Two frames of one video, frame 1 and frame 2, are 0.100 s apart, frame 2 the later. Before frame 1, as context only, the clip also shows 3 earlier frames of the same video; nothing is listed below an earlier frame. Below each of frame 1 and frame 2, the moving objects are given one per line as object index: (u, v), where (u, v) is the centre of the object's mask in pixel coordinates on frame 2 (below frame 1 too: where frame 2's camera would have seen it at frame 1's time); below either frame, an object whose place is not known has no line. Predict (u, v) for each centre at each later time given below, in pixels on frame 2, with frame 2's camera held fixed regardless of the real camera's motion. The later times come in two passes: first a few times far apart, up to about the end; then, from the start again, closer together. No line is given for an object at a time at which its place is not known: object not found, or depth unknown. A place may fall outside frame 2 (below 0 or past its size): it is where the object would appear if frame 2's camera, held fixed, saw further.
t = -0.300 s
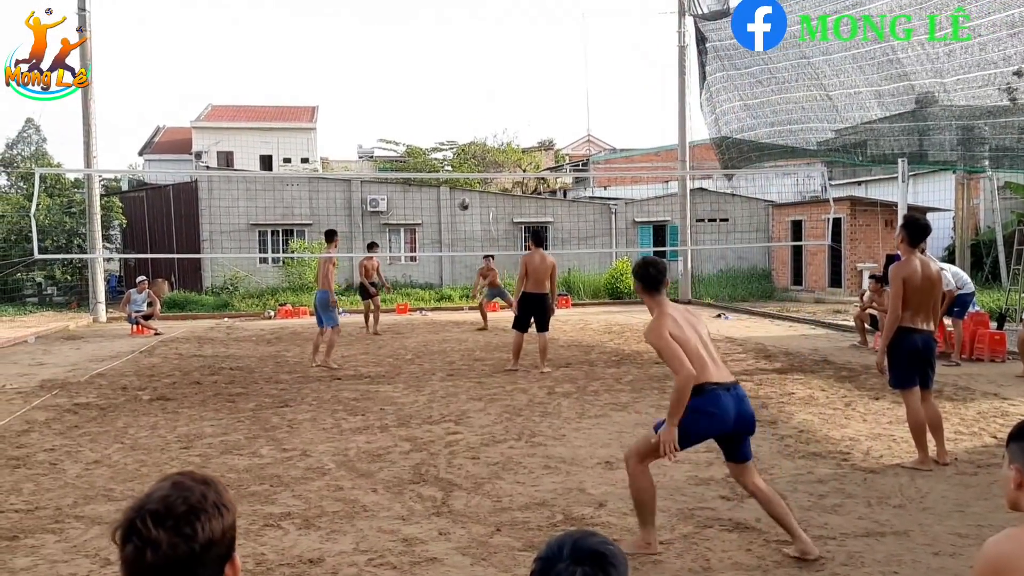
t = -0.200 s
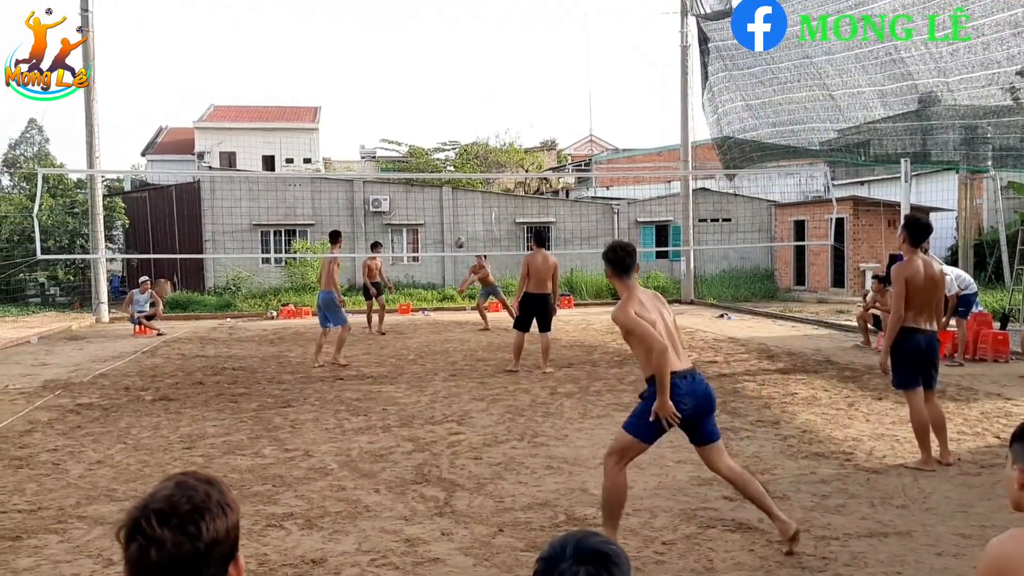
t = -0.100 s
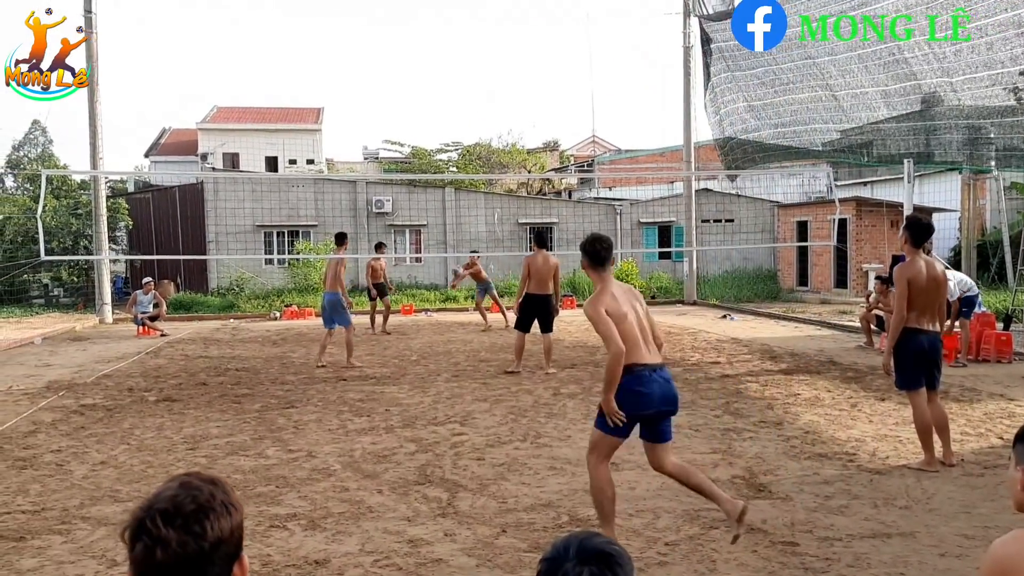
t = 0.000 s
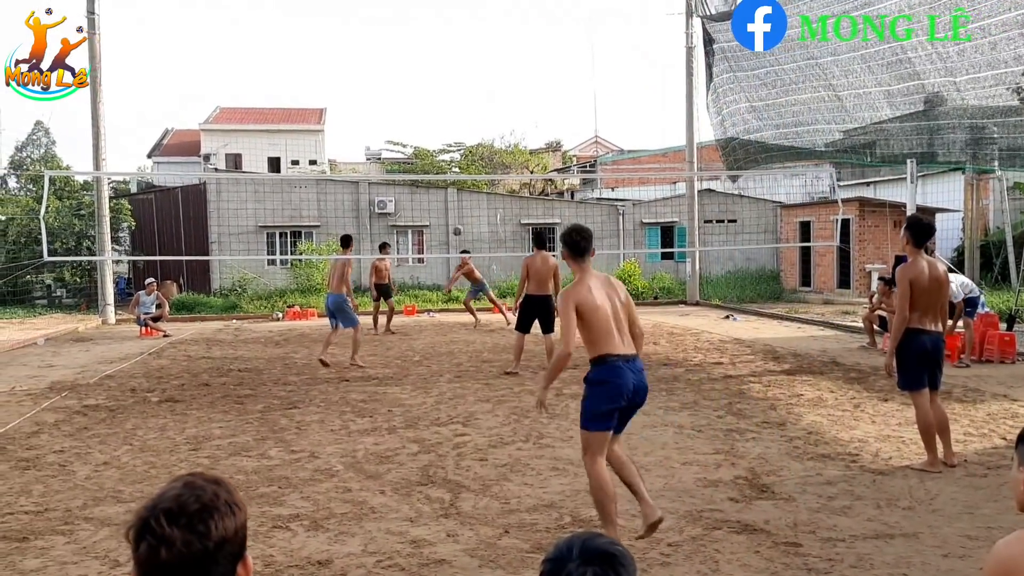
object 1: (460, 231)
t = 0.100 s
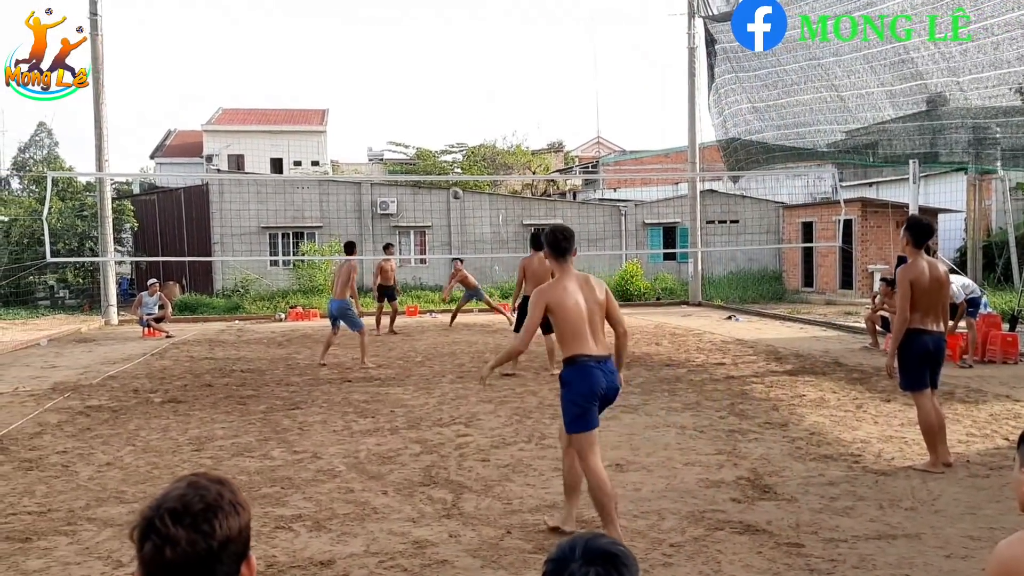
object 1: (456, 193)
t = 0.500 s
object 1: (450, 92)
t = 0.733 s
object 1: (447, 71)
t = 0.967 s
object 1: (445, 83)
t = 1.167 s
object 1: (444, 120)
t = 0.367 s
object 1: (452, 117)
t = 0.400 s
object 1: (451, 110)
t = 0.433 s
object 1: (451, 103)
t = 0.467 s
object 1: (450, 97)
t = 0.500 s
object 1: (450, 92)
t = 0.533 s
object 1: (449, 87)
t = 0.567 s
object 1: (449, 83)
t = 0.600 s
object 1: (449, 79)
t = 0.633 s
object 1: (448, 76)
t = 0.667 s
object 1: (448, 74)
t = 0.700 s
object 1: (447, 72)
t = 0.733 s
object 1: (447, 71)
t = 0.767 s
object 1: (447, 71)
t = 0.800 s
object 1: (447, 71)
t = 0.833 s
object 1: (446, 72)
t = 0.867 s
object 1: (446, 74)
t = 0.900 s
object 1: (446, 76)
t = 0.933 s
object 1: (446, 79)
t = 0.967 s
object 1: (445, 83)
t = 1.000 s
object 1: (445, 87)
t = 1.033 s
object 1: (445, 92)
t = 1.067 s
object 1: (445, 98)
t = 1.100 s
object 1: (445, 105)
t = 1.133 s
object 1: (444, 112)
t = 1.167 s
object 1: (444, 120)
